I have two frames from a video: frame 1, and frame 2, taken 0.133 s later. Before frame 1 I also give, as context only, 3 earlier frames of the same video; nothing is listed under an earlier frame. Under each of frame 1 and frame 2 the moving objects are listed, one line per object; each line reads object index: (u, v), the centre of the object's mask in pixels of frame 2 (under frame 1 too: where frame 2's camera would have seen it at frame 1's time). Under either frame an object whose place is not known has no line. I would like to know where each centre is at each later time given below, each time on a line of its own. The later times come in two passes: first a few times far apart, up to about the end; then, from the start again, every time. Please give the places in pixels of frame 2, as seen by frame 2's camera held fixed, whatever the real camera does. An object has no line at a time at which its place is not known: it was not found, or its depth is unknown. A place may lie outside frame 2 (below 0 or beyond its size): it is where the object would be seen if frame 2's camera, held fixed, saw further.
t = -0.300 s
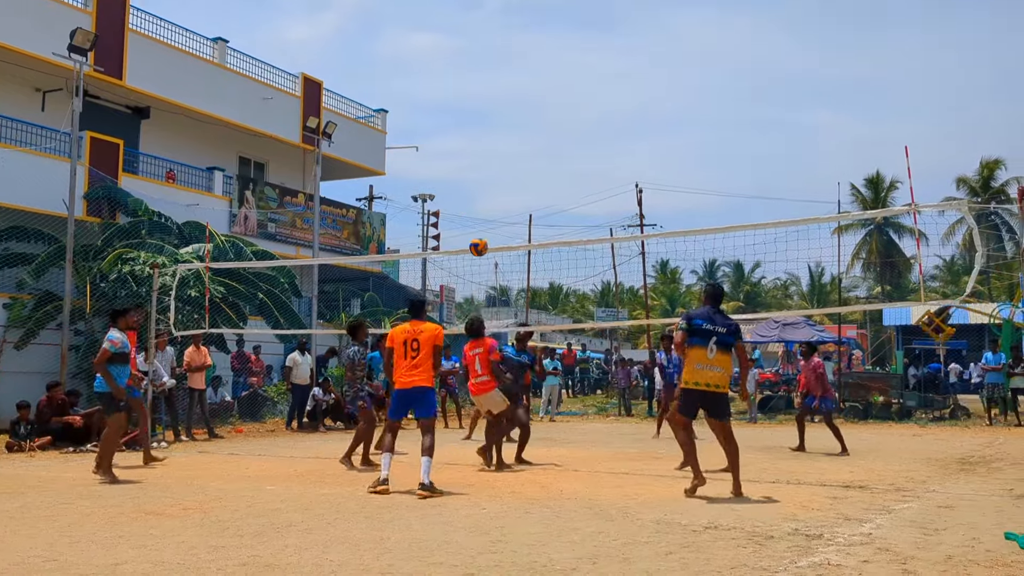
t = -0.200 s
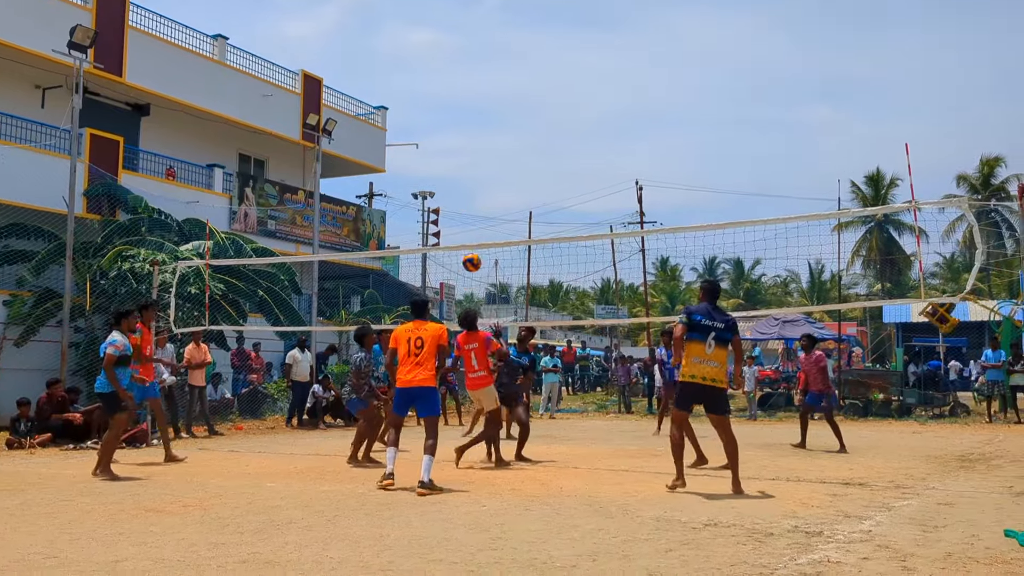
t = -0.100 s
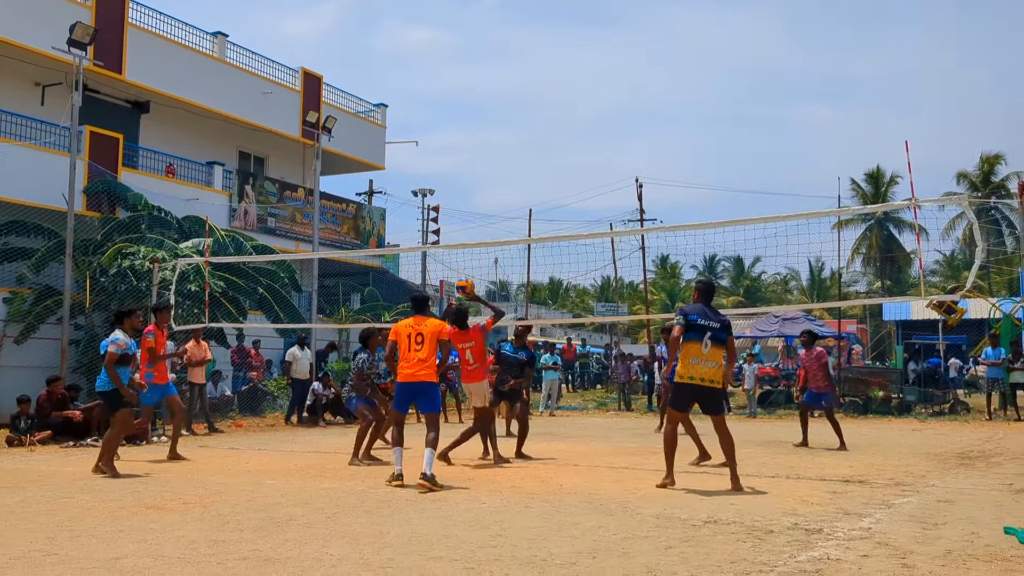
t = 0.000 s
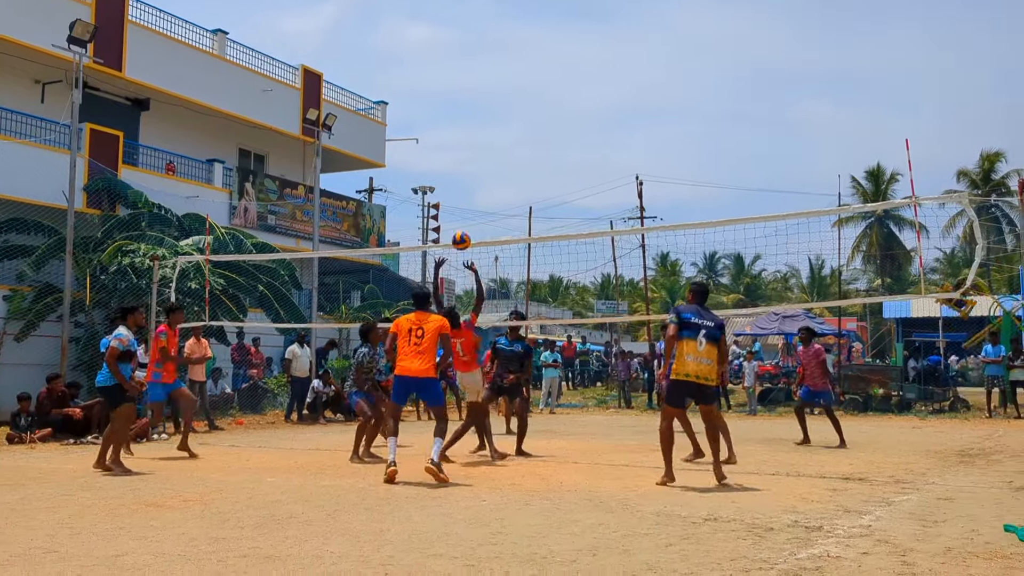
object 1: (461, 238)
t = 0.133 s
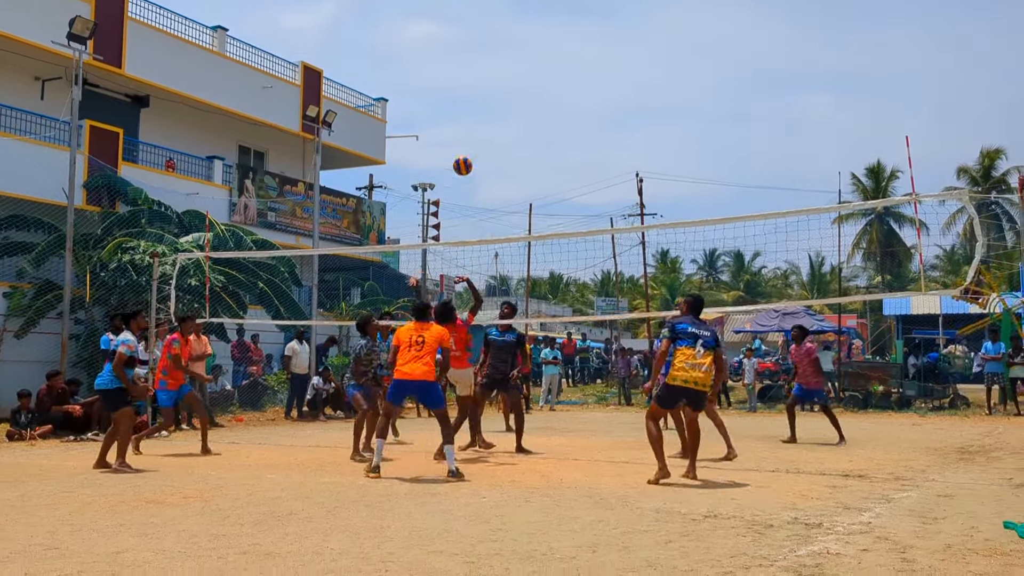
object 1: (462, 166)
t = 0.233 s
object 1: (463, 122)
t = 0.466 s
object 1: (465, 54)
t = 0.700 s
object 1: (465, 33)
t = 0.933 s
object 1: (465, 61)
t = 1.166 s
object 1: (465, 140)
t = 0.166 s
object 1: (463, 150)
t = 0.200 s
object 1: (463, 136)
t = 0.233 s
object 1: (463, 122)
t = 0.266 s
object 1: (464, 110)
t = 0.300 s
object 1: (464, 98)
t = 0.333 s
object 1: (464, 87)
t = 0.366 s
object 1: (464, 77)
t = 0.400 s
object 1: (464, 69)
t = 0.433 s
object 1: (465, 61)
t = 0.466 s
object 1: (465, 54)
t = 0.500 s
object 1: (465, 48)
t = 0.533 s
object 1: (465, 43)
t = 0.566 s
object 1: (465, 39)
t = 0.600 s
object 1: (465, 36)
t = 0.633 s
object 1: (465, 34)
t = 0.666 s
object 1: (465, 33)
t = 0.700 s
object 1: (465, 33)
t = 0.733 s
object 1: (465, 34)
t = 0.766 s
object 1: (465, 36)
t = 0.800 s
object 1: (465, 39)
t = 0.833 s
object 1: (465, 43)
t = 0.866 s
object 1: (465, 48)
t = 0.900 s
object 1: (465, 54)
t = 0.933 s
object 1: (465, 61)
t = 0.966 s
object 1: (465, 70)
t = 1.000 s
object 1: (465, 79)
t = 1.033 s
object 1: (465, 89)
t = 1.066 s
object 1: (465, 100)
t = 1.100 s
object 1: (465, 112)
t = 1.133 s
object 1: (465, 126)
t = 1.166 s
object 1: (465, 140)
